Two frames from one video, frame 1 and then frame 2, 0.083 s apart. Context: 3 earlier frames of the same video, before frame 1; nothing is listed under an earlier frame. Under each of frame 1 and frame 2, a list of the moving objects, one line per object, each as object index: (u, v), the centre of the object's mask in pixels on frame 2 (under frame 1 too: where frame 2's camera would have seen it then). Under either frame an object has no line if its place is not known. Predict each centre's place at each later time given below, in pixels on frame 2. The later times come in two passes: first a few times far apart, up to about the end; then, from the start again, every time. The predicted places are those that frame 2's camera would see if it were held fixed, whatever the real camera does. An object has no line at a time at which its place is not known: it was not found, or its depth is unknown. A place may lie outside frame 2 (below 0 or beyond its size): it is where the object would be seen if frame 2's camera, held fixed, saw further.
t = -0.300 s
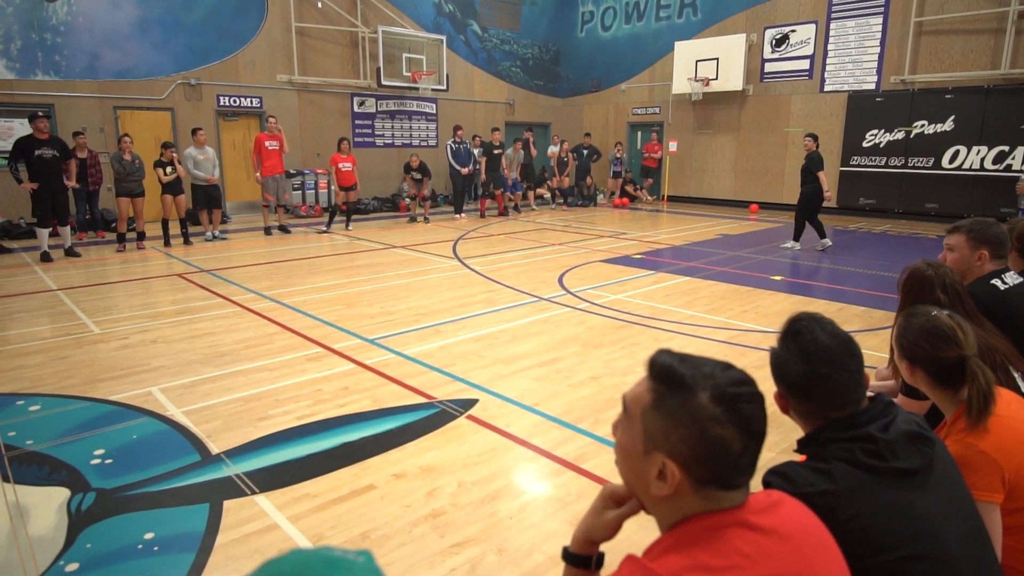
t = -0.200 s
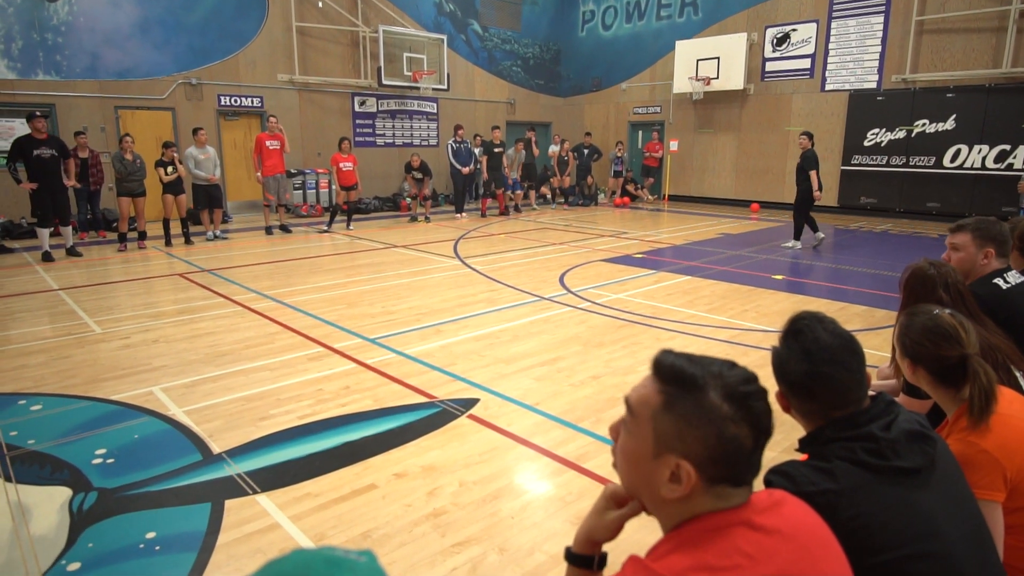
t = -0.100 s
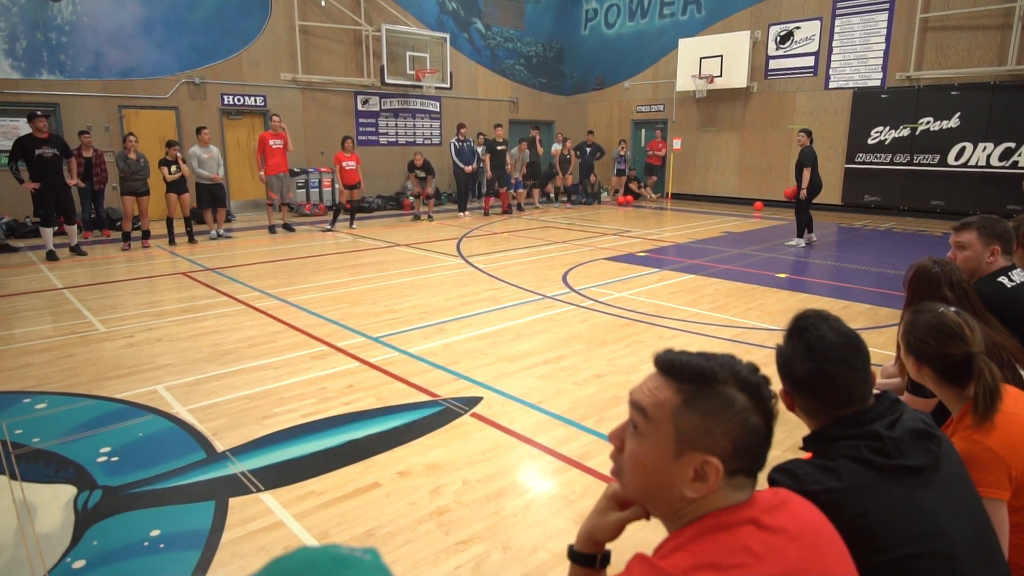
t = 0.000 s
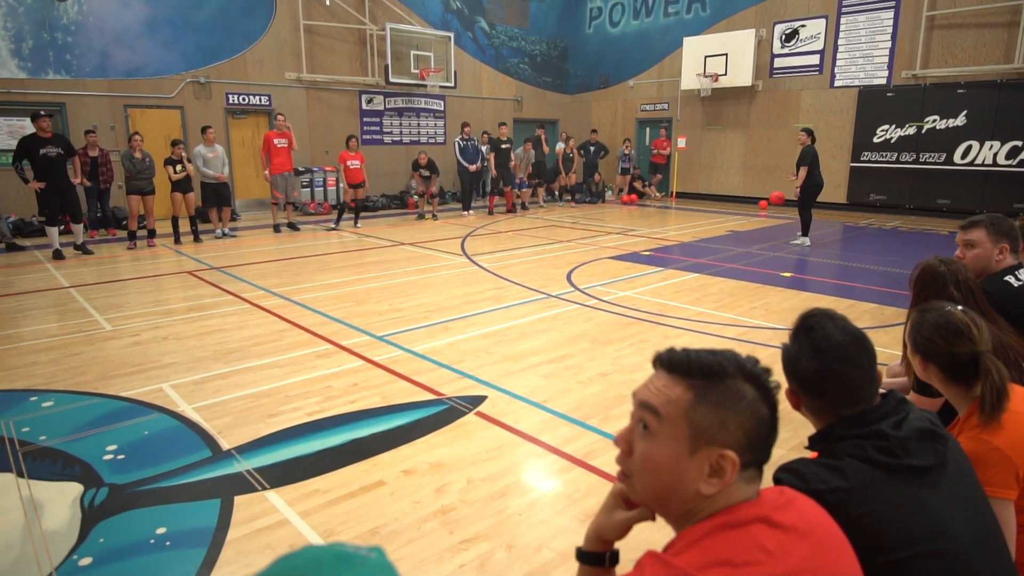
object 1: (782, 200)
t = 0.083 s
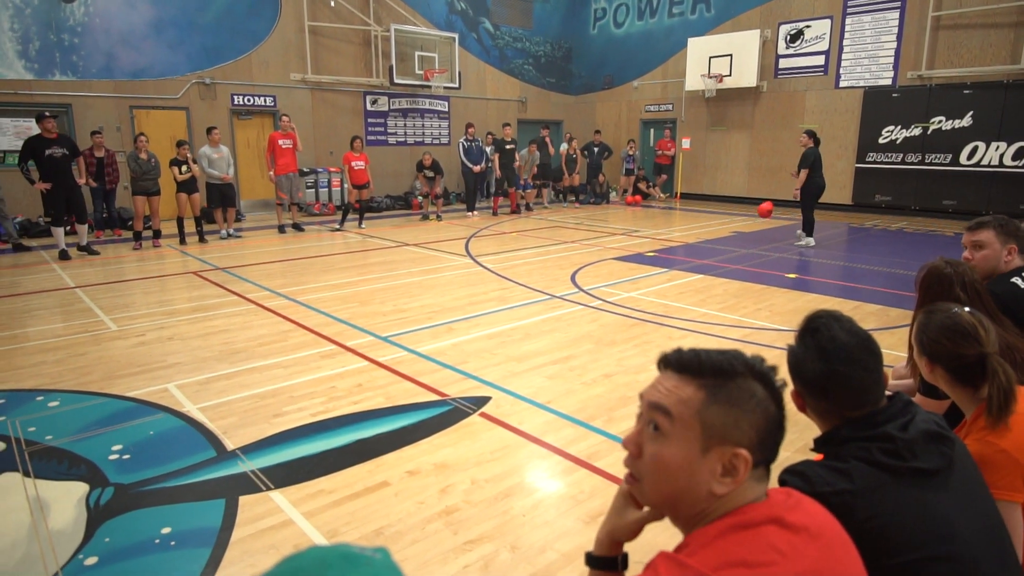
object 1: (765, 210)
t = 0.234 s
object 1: (733, 242)
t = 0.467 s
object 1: (703, 224)
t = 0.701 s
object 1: (668, 241)
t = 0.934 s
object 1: (634, 246)
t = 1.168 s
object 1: (597, 260)
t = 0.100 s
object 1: (762, 213)
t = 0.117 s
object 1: (758, 216)
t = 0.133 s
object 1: (755, 219)
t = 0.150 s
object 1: (751, 222)
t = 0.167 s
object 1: (748, 225)
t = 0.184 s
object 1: (744, 229)
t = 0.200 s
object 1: (740, 233)
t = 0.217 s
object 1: (737, 237)
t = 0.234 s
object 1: (733, 242)
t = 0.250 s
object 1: (731, 244)
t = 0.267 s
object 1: (729, 242)
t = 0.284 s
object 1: (727, 240)
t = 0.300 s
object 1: (724, 237)
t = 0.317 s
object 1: (722, 235)
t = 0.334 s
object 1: (720, 233)
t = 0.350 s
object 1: (718, 231)
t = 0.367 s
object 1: (716, 230)
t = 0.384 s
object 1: (714, 228)
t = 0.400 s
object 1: (712, 227)
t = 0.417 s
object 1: (709, 226)
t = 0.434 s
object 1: (707, 225)
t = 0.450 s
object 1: (705, 225)
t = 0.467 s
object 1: (703, 224)
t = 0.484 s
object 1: (701, 224)
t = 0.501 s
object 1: (698, 224)
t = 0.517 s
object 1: (696, 225)
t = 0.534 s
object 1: (693, 225)
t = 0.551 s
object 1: (691, 226)
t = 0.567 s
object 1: (689, 226)
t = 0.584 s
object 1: (686, 227)
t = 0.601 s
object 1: (684, 229)
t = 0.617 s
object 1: (681, 230)
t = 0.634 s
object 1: (679, 232)
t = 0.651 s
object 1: (676, 234)
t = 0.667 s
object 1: (673, 236)
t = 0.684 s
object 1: (671, 239)
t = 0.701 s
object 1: (668, 241)
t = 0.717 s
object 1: (666, 244)
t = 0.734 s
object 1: (663, 248)
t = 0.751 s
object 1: (661, 251)
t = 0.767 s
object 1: (658, 254)
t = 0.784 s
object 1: (656, 254)
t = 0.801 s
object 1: (653, 253)
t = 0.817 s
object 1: (651, 251)
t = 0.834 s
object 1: (648, 249)
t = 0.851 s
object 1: (646, 248)
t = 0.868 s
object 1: (644, 247)
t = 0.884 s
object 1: (641, 247)
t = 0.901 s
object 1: (639, 246)
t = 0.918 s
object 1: (636, 246)
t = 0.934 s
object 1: (634, 246)
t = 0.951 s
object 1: (631, 246)
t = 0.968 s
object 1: (628, 246)
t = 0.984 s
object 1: (626, 247)
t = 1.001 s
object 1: (623, 248)
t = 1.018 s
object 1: (621, 249)
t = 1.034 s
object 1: (618, 250)
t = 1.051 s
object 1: (616, 252)
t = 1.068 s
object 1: (613, 254)
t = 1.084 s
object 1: (610, 256)
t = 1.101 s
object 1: (607, 258)
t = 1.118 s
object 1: (605, 261)
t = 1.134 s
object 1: (602, 263)
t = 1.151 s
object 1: (600, 262)
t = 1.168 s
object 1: (597, 260)
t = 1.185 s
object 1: (594, 259)
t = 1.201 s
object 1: (592, 259)
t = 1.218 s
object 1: (589, 258)
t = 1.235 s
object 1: (586, 258)
